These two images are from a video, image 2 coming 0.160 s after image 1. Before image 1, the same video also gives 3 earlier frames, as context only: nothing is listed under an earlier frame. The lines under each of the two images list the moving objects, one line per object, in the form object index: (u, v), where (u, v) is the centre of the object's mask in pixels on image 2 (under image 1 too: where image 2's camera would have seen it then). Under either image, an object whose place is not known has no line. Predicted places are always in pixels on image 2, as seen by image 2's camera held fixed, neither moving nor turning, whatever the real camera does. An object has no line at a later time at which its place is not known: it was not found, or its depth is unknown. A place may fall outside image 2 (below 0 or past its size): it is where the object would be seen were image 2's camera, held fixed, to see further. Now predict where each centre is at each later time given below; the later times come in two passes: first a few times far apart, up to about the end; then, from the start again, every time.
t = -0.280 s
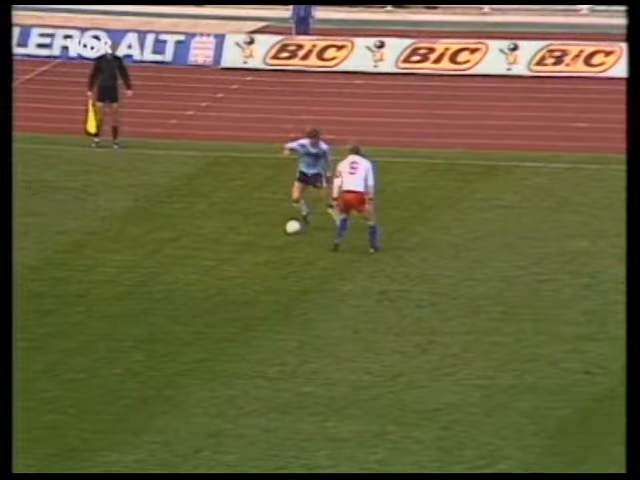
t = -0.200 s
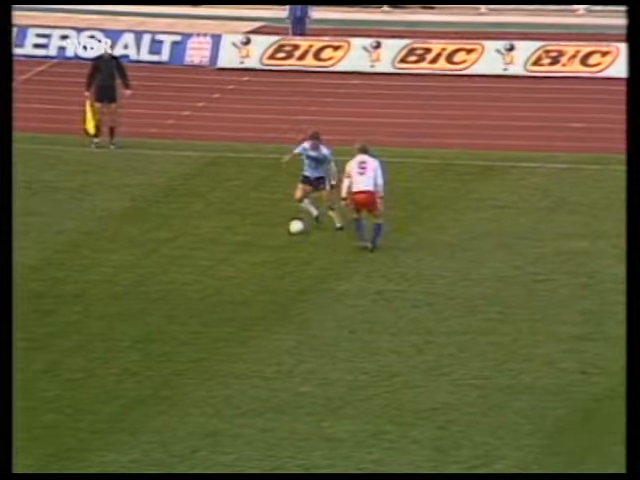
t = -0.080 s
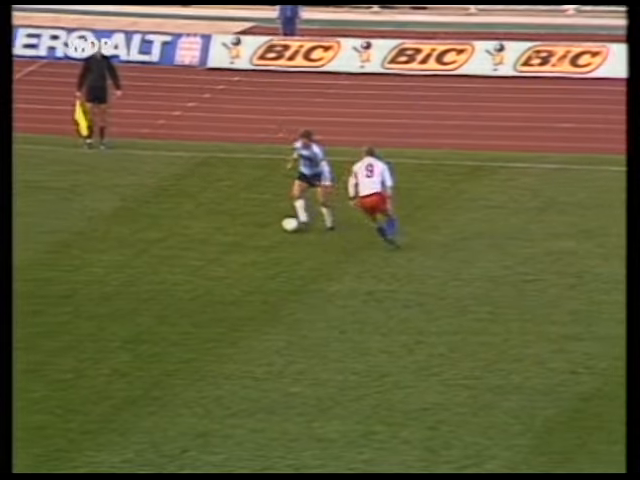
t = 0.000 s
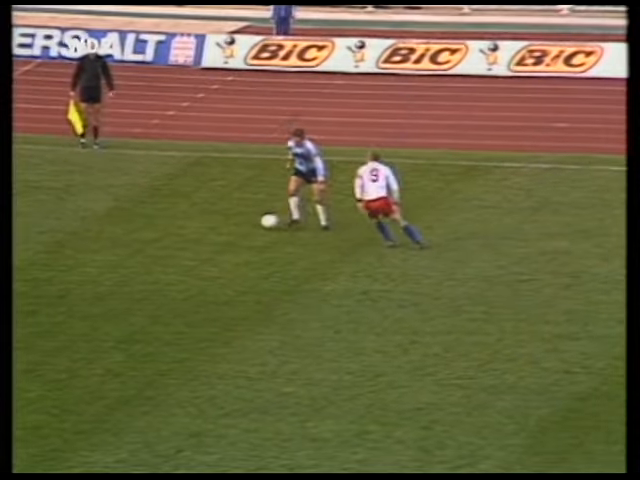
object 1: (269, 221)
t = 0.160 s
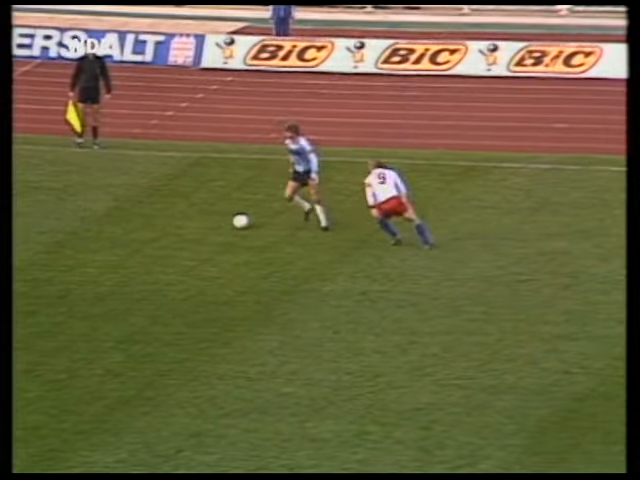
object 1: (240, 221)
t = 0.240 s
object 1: (230, 219)
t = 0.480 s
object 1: (210, 217)
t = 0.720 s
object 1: (195, 214)
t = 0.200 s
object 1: (235, 219)
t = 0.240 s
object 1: (230, 219)
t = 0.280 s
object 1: (225, 219)
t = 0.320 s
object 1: (222, 219)
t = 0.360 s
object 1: (218, 218)
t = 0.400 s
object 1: (216, 218)
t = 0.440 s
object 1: (213, 217)
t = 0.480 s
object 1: (210, 217)
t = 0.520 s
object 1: (207, 216)
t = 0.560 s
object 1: (205, 216)
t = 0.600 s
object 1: (203, 215)
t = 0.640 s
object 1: (200, 215)
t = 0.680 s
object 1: (197, 215)
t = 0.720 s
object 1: (195, 214)
